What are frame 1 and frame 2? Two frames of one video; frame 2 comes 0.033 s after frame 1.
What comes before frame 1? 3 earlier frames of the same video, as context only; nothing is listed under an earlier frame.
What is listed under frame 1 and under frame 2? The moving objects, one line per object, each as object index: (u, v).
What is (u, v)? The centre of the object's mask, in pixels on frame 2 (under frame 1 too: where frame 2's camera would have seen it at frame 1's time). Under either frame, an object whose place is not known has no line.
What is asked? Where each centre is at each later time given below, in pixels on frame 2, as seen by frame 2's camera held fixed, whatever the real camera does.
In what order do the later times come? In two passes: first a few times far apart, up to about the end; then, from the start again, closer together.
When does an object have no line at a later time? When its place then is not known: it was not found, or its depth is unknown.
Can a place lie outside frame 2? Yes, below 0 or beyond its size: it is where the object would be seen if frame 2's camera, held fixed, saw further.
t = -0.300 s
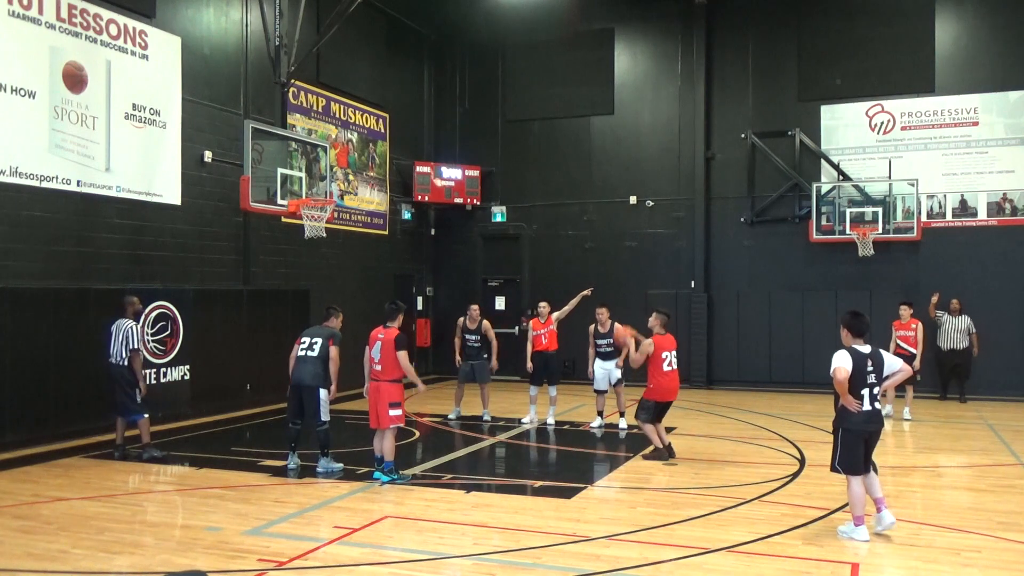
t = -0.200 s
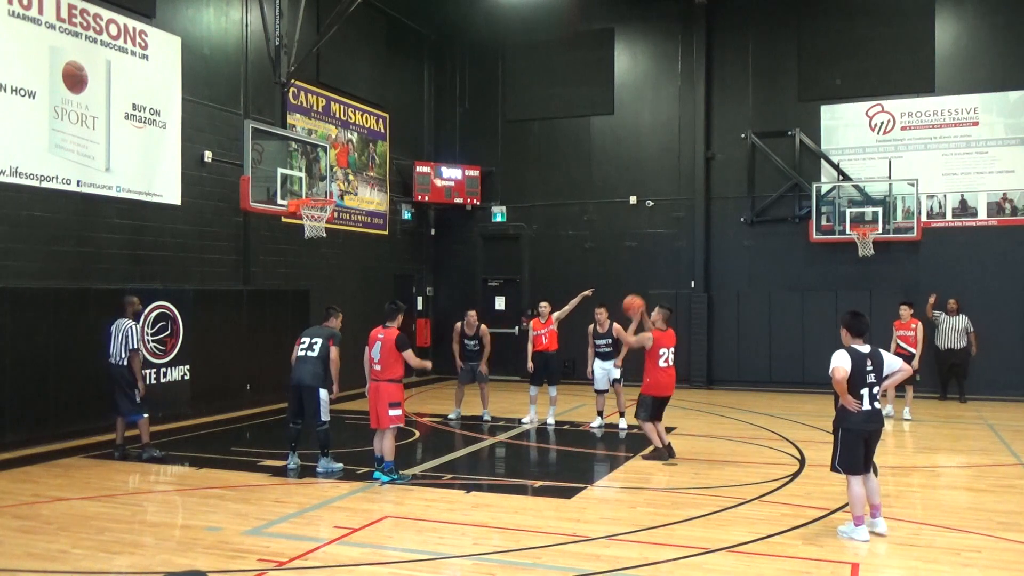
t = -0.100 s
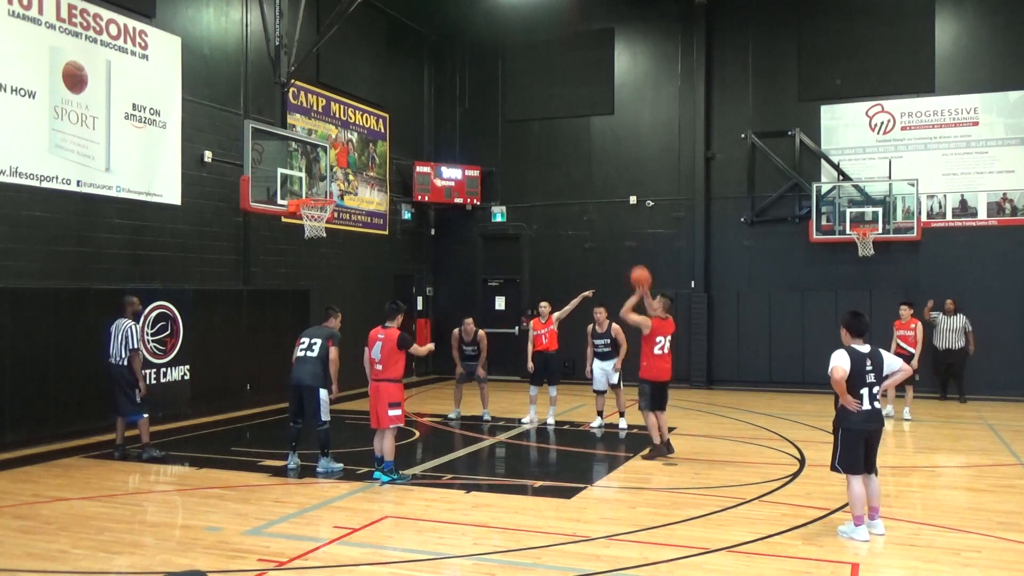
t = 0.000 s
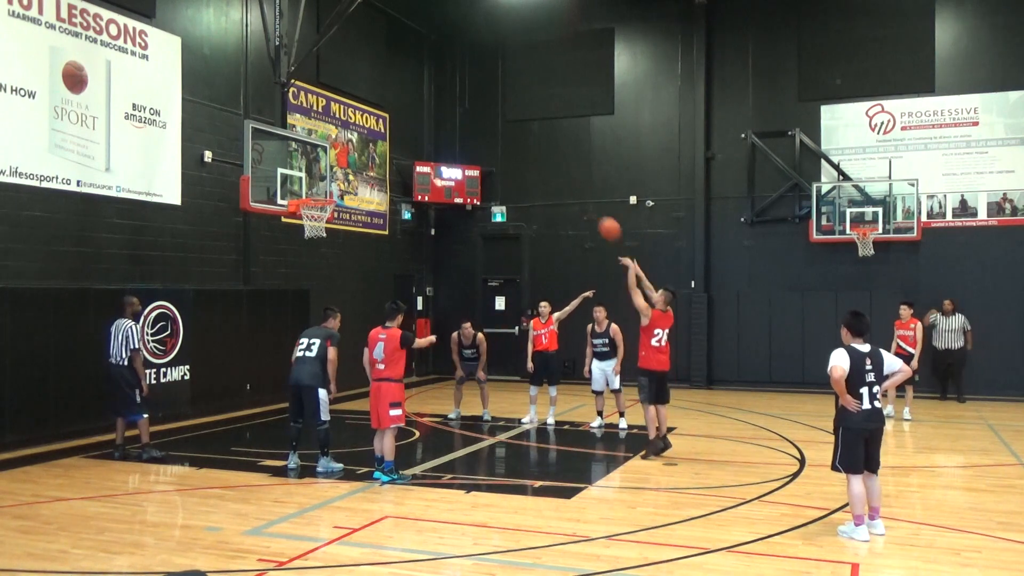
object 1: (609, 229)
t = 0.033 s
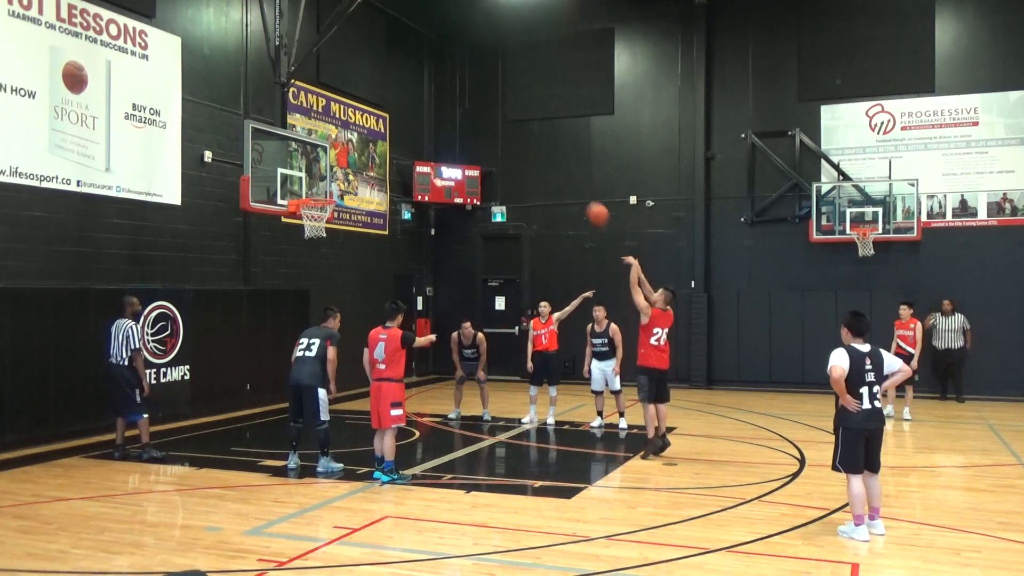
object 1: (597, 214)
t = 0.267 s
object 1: (519, 139)
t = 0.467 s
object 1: (455, 112)
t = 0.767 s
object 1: (367, 133)
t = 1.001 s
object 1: (304, 191)
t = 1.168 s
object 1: (336, 161)
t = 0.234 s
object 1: (530, 146)
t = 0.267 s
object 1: (519, 139)
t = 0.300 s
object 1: (508, 132)
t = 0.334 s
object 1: (497, 126)
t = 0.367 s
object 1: (487, 121)
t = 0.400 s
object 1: (476, 117)
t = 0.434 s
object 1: (466, 115)
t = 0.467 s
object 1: (455, 112)
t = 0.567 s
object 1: (425, 111)
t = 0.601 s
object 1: (415, 112)
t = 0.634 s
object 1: (406, 115)
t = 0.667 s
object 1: (397, 118)
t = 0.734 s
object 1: (377, 127)
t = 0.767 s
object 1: (367, 133)
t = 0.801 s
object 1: (358, 138)
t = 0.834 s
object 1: (349, 145)
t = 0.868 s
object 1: (340, 152)
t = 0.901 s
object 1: (331, 161)
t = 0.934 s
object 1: (321, 171)
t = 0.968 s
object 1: (313, 180)
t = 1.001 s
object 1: (304, 191)
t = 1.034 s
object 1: (308, 187)
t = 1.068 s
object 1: (315, 179)
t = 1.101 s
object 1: (323, 172)
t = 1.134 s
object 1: (329, 166)
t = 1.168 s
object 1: (336, 161)
